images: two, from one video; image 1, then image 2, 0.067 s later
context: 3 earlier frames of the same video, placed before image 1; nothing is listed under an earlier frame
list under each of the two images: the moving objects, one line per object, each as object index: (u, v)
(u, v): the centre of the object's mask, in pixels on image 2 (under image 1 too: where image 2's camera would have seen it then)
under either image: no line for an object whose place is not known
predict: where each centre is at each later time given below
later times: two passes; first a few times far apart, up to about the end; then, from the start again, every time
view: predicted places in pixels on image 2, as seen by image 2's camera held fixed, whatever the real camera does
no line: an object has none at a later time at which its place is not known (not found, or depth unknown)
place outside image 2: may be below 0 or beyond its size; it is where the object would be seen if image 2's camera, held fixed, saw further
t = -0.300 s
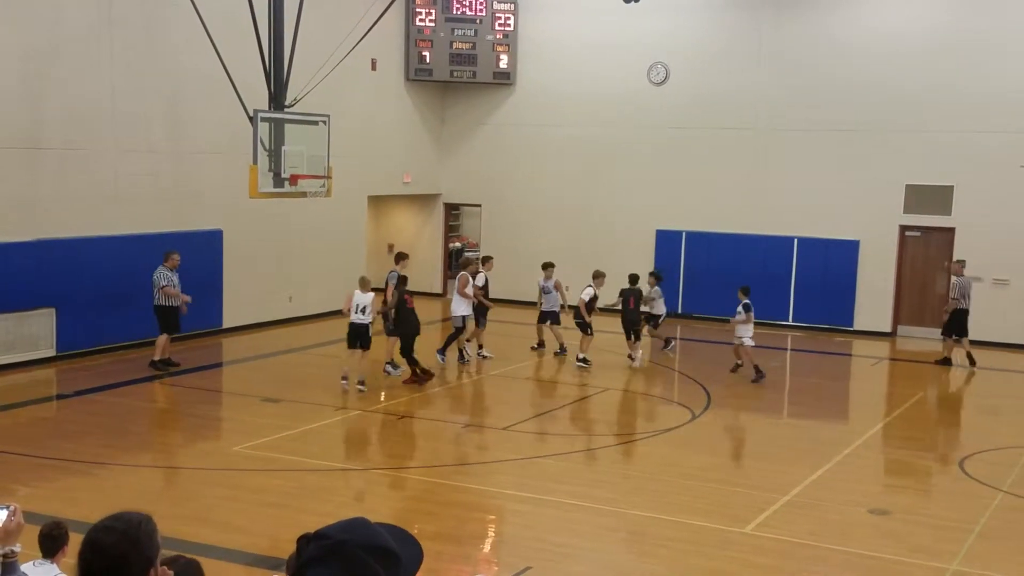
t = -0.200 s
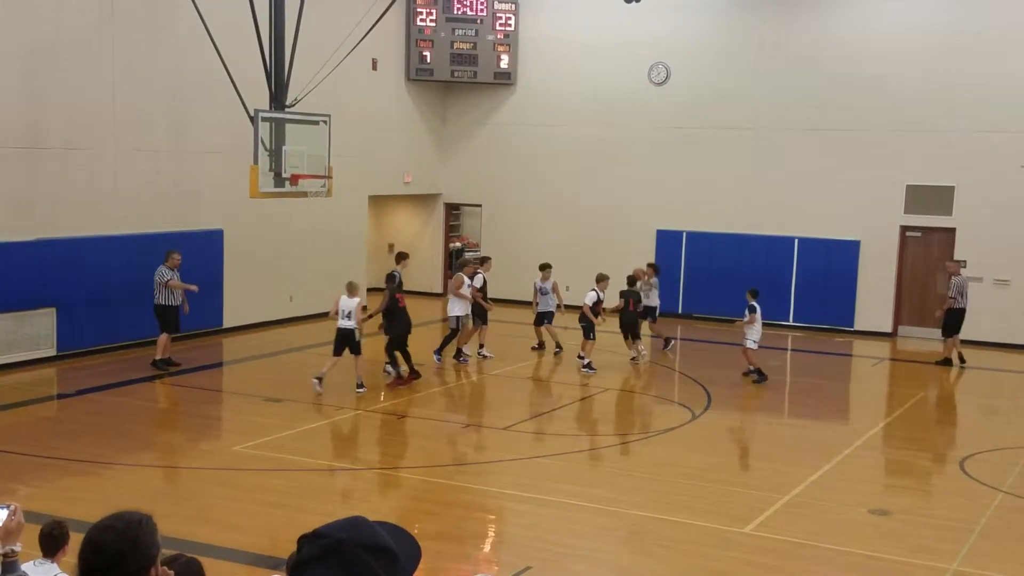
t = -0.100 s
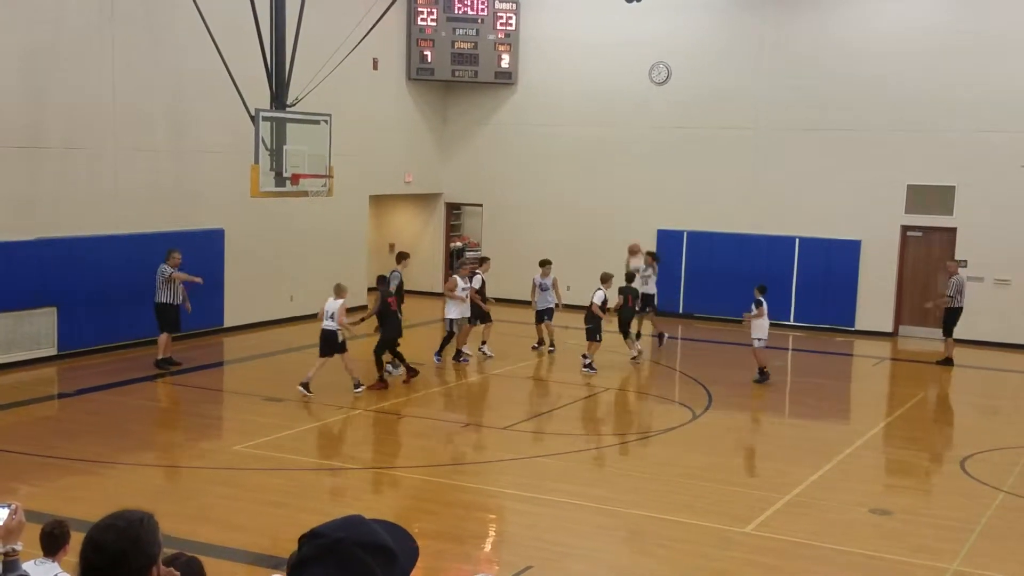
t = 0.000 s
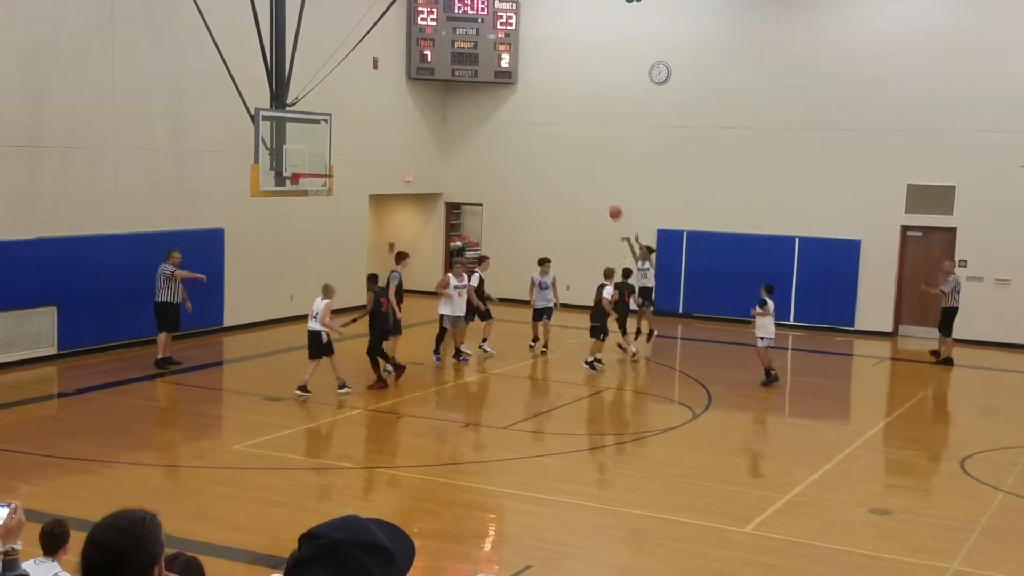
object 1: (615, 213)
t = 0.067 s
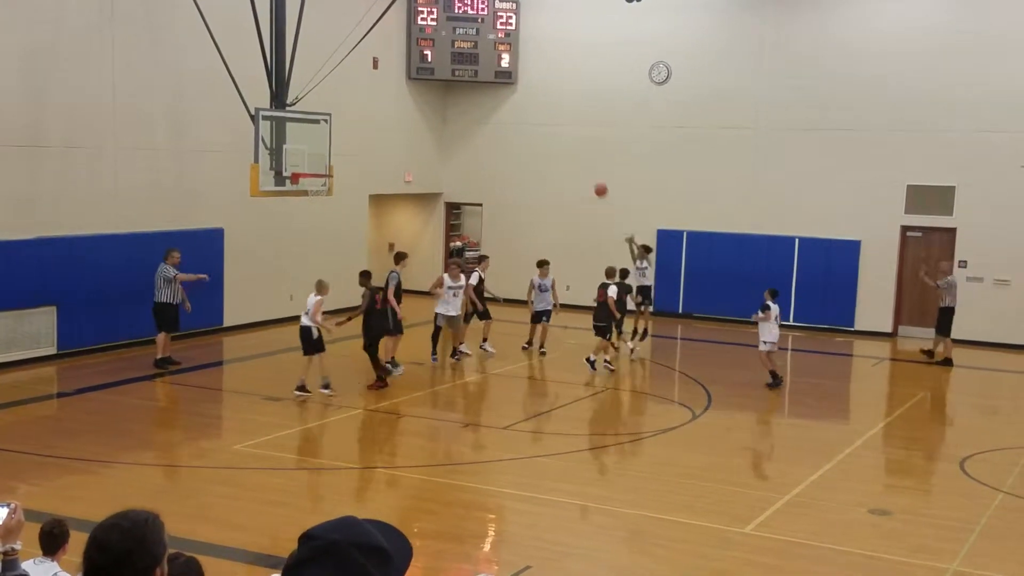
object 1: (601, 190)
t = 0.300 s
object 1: (548, 127)
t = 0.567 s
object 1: (483, 89)
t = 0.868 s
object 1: (405, 97)
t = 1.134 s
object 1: (330, 153)
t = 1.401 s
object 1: (319, 225)
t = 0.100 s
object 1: (593, 179)
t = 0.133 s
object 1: (586, 169)
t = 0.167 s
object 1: (579, 160)
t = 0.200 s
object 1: (571, 150)
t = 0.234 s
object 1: (564, 141)
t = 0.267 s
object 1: (556, 134)
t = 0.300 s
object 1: (548, 127)
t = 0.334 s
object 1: (540, 120)
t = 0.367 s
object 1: (532, 114)
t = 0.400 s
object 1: (524, 108)
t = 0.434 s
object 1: (516, 103)
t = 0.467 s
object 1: (508, 99)
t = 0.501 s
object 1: (500, 95)
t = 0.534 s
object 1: (491, 92)
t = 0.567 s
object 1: (483, 89)
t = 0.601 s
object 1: (475, 87)
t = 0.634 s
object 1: (466, 86)
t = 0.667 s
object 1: (458, 86)
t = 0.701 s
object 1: (449, 86)
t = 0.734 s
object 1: (440, 86)
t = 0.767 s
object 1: (431, 87)
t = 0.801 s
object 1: (422, 92)
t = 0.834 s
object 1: (413, 94)
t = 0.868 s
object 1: (405, 97)
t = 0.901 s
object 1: (395, 102)
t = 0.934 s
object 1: (386, 106)
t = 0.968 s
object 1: (377, 112)
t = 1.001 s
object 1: (368, 119)
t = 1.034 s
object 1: (359, 126)
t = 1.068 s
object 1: (349, 134)
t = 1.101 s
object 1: (340, 142)
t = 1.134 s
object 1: (330, 153)
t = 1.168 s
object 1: (321, 163)
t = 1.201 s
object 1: (311, 174)
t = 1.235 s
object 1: (309, 183)
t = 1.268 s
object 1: (311, 192)
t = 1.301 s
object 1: (313, 199)
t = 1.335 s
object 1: (315, 207)
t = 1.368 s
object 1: (317, 216)
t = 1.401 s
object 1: (319, 225)
